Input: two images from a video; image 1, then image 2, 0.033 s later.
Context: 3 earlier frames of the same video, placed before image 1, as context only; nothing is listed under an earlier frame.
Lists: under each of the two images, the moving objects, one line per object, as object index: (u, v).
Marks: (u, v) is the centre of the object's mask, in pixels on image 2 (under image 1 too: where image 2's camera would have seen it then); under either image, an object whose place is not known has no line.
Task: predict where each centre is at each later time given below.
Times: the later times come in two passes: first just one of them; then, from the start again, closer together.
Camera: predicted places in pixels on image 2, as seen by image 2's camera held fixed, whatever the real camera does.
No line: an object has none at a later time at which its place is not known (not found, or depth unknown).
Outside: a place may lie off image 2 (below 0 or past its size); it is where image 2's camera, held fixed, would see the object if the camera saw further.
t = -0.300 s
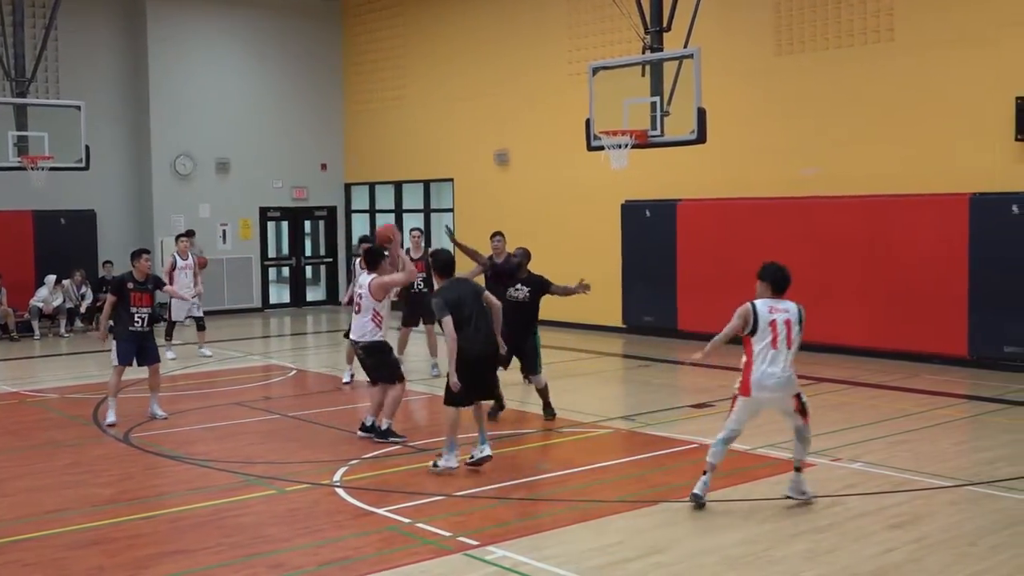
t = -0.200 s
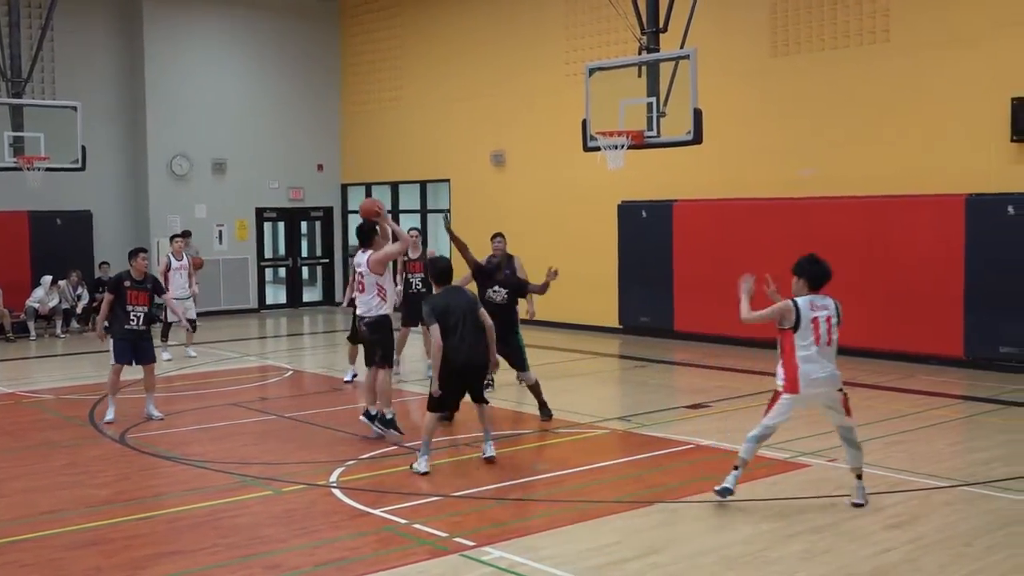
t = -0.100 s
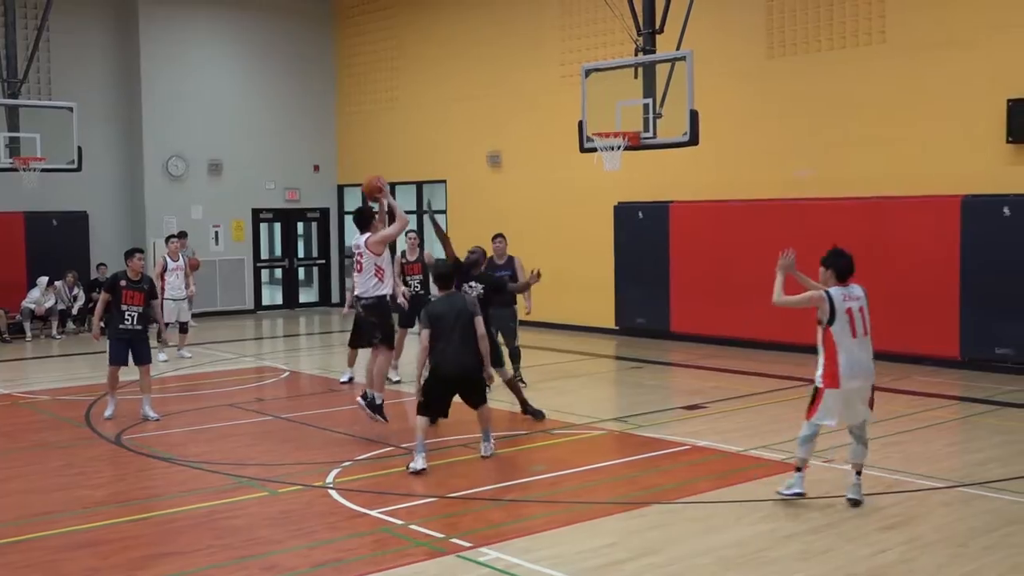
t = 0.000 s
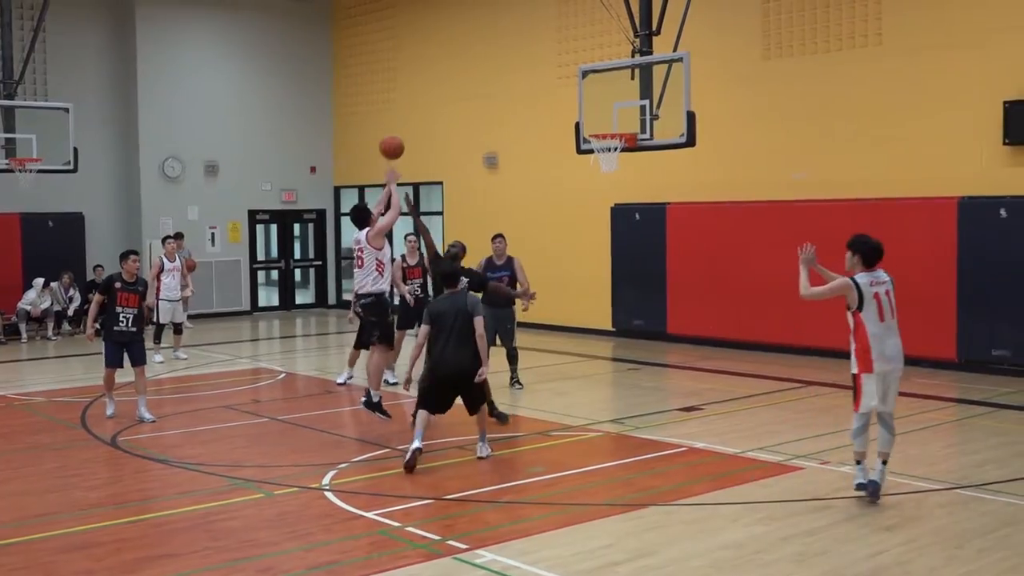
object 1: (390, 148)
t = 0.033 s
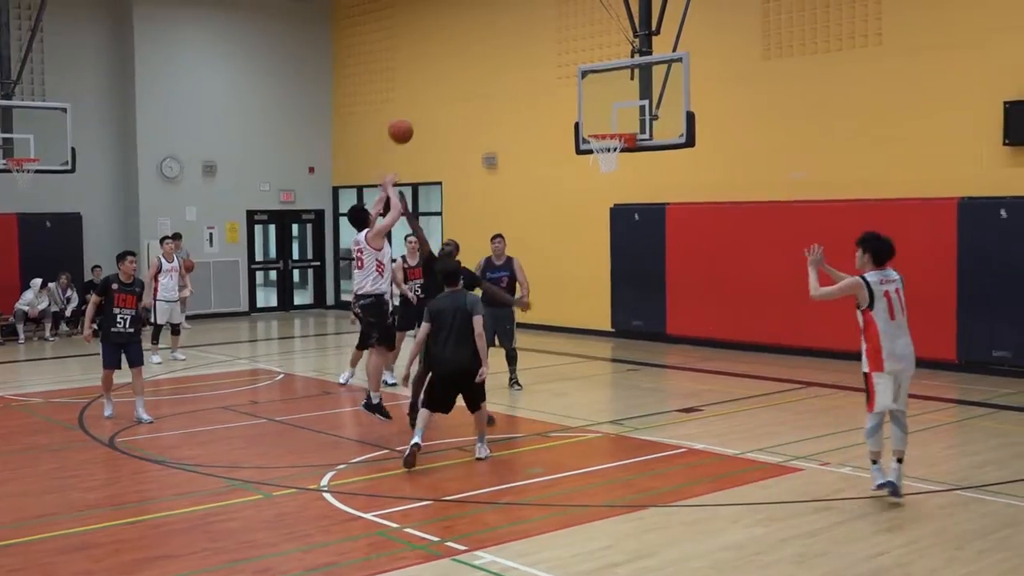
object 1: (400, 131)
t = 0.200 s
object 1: (449, 73)
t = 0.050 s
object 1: (406, 124)
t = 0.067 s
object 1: (411, 116)
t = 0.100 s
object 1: (421, 104)
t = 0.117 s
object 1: (425, 98)
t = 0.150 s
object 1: (435, 87)
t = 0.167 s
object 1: (440, 82)
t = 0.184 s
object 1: (444, 78)
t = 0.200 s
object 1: (449, 73)
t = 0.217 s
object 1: (453, 69)
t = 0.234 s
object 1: (458, 65)
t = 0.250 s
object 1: (462, 61)
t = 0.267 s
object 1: (467, 58)
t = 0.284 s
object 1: (471, 55)
